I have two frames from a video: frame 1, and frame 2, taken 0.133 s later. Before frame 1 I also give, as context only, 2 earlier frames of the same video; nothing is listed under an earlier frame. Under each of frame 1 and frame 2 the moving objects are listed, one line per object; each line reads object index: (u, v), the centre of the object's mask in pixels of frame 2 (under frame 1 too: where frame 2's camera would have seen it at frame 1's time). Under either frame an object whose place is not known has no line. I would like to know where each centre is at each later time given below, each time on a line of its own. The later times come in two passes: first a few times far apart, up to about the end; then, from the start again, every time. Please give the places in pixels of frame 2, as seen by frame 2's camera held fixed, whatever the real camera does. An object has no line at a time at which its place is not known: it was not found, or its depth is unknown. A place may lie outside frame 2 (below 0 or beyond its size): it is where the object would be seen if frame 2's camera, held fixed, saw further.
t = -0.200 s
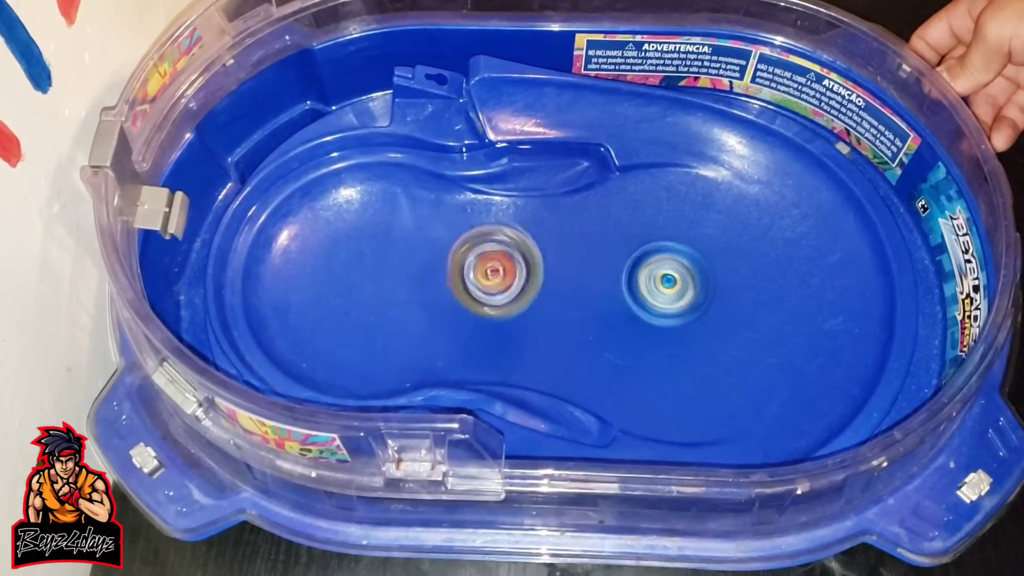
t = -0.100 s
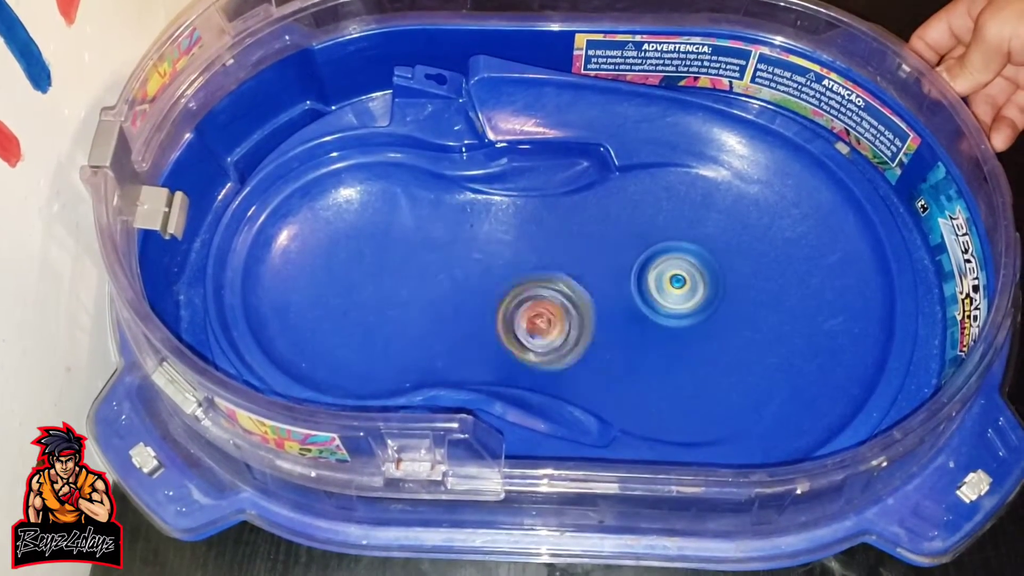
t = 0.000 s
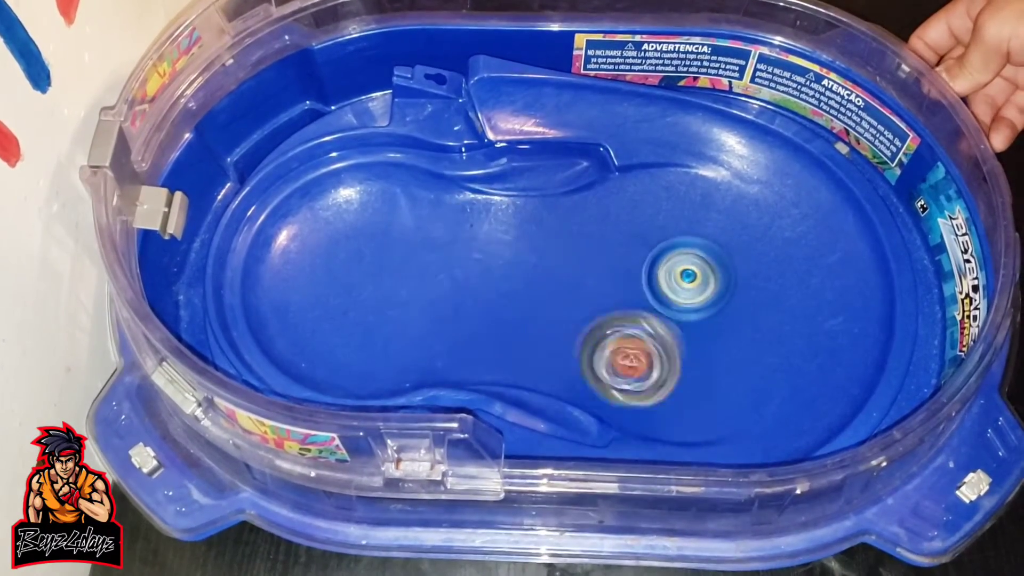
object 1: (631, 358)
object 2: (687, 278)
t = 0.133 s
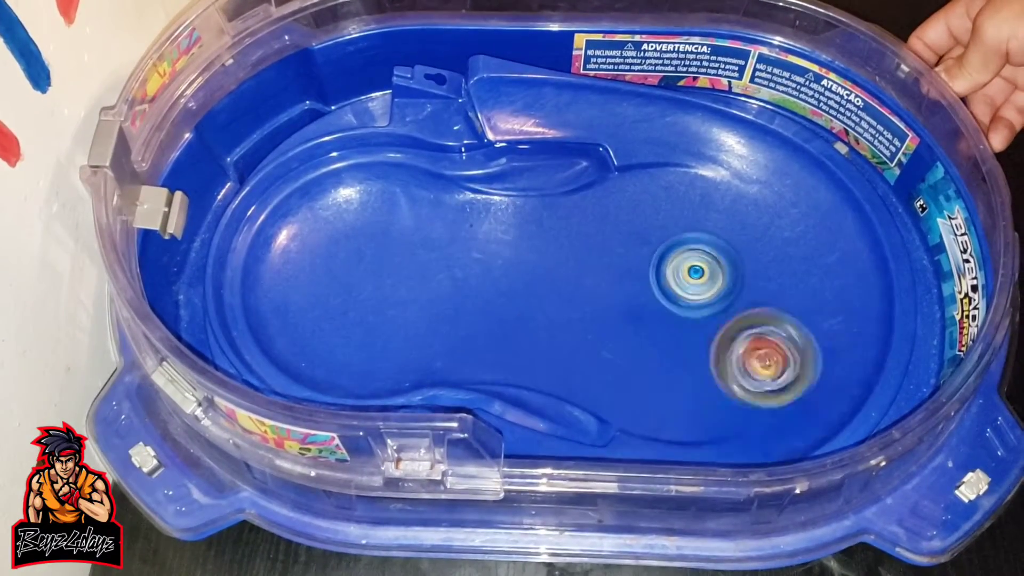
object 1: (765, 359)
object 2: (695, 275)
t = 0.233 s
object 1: (838, 306)
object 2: (698, 273)
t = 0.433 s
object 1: (784, 181)
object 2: (697, 279)
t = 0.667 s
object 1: (573, 242)
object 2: (692, 290)
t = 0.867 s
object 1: (559, 366)
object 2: (686, 297)
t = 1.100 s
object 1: (670, 377)
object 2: (715, 284)
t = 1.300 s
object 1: (651, 356)
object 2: (729, 207)
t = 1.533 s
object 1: (594, 290)
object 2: (692, 202)
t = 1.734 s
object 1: (548, 241)
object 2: (676, 224)
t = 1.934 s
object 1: (499, 247)
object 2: (677, 261)
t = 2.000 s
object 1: (498, 260)
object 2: (678, 272)
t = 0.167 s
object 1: (794, 347)
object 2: (696, 274)
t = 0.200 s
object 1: (819, 330)
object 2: (697, 273)
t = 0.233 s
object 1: (838, 306)
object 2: (698, 273)
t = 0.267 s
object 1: (847, 283)
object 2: (699, 273)
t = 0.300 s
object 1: (852, 259)
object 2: (700, 274)
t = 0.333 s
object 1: (847, 233)
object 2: (700, 276)
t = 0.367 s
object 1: (833, 211)
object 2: (699, 277)
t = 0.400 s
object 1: (812, 195)
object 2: (698, 278)
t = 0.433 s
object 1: (784, 181)
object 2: (697, 279)
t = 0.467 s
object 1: (752, 173)
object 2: (696, 281)
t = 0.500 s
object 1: (715, 170)
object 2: (695, 282)
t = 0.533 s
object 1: (680, 175)
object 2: (694, 284)
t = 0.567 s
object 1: (649, 185)
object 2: (693, 286)
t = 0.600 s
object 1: (619, 202)
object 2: (693, 287)
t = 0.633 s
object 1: (595, 219)
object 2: (692, 289)
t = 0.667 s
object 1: (573, 242)
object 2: (692, 290)
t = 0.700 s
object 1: (556, 266)
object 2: (691, 292)
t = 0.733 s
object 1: (542, 291)
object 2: (691, 293)
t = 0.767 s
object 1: (538, 314)
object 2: (689, 294)
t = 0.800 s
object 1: (540, 336)
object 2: (688, 295)
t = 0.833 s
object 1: (548, 353)
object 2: (687, 296)
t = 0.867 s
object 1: (559, 366)
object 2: (686, 297)
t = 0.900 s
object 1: (578, 371)
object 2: (687, 299)
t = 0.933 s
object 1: (603, 371)
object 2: (686, 301)
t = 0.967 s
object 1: (628, 371)
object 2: (690, 302)
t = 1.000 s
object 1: (642, 376)
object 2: (700, 294)
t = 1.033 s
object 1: (653, 379)
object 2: (707, 288)
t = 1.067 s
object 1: (663, 380)
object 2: (715, 285)
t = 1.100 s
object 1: (670, 377)
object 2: (715, 284)
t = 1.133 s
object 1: (678, 372)
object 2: (714, 284)
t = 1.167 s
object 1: (679, 365)
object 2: (711, 282)
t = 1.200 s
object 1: (669, 365)
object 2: (714, 261)
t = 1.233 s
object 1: (661, 366)
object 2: (720, 238)
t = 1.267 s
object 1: (657, 363)
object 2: (726, 219)
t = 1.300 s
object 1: (651, 356)
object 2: (729, 207)
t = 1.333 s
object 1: (642, 345)
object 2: (729, 199)
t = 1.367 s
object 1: (633, 337)
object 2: (726, 196)
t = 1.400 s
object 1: (625, 327)
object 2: (720, 197)
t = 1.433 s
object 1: (615, 318)
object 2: (713, 198)
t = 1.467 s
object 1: (608, 309)
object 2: (706, 199)
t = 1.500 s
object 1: (602, 300)
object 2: (699, 201)
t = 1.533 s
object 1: (594, 290)
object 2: (692, 202)
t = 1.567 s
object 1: (588, 281)
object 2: (686, 204)
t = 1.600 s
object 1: (582, 273)
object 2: (681, 205)
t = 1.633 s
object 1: (573, 263)
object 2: (679, 208)
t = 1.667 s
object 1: (566, 255)
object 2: (678, 213)
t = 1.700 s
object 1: (558, 248)
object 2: (677, 217)
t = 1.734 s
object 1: (548, 241)
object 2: (676, 224)
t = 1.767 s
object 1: (539, 237)
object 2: (676, 228)
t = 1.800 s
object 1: (530, 235)
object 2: (676, 235)
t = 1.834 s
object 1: (520, 235)
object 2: (676, 242)
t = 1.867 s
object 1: (512, 238)
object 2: (675, 249)
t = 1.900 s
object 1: (505, 241)
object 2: (676, 255)
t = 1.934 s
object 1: (499, 247)
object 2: (677, 261)
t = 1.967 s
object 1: (497, 254)
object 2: (677, 267)
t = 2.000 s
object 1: (498, 260)
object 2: (678, 272)
